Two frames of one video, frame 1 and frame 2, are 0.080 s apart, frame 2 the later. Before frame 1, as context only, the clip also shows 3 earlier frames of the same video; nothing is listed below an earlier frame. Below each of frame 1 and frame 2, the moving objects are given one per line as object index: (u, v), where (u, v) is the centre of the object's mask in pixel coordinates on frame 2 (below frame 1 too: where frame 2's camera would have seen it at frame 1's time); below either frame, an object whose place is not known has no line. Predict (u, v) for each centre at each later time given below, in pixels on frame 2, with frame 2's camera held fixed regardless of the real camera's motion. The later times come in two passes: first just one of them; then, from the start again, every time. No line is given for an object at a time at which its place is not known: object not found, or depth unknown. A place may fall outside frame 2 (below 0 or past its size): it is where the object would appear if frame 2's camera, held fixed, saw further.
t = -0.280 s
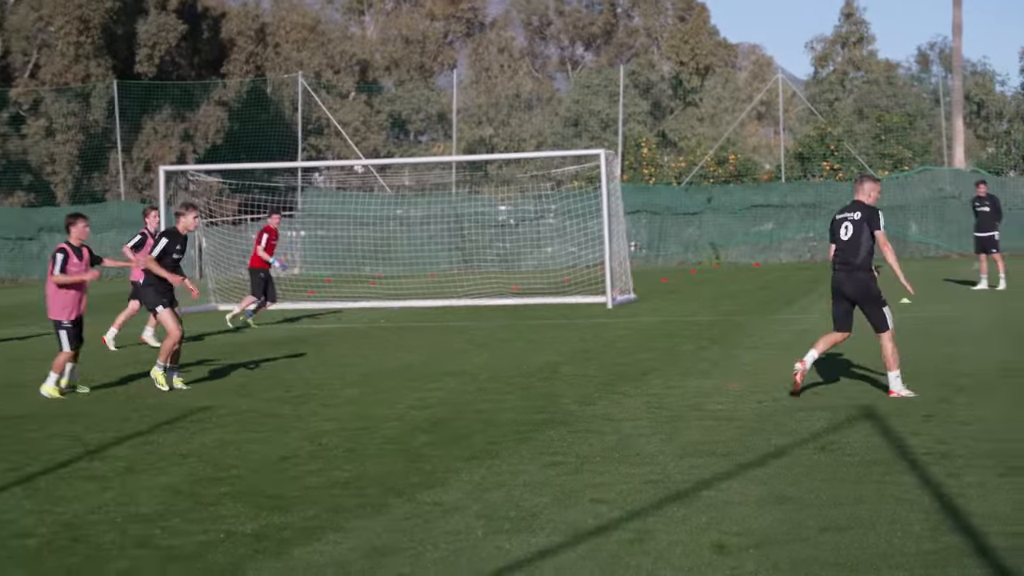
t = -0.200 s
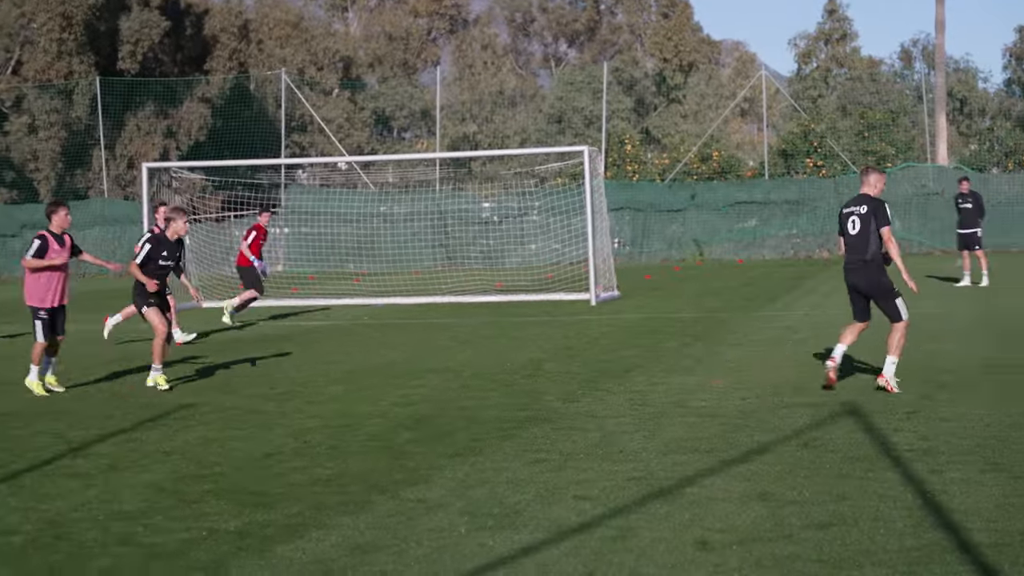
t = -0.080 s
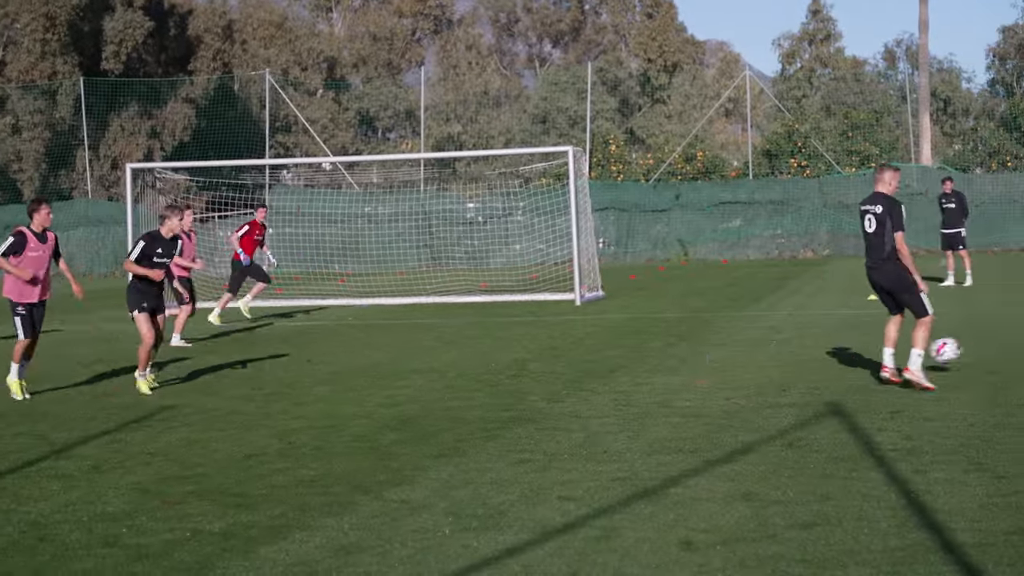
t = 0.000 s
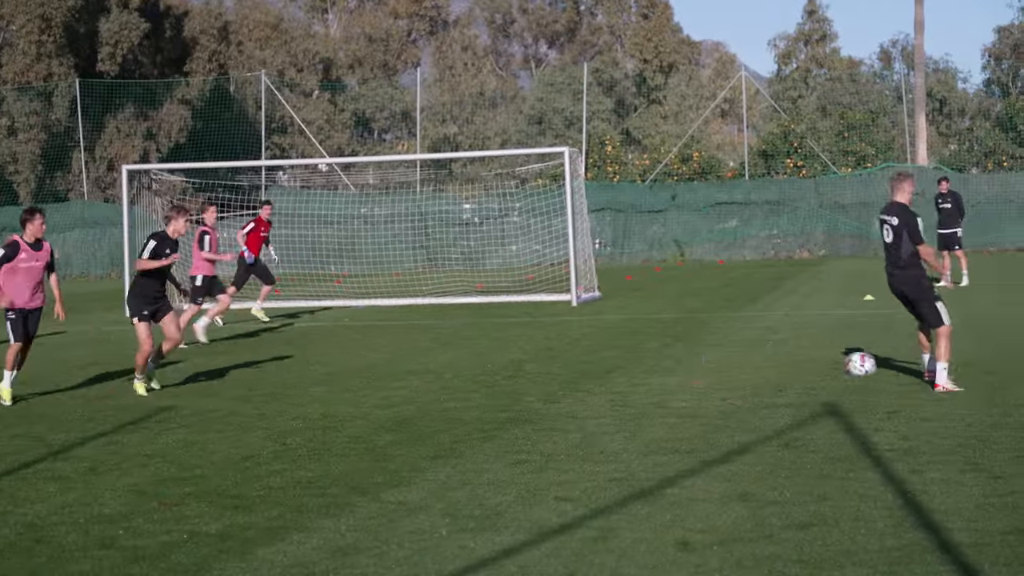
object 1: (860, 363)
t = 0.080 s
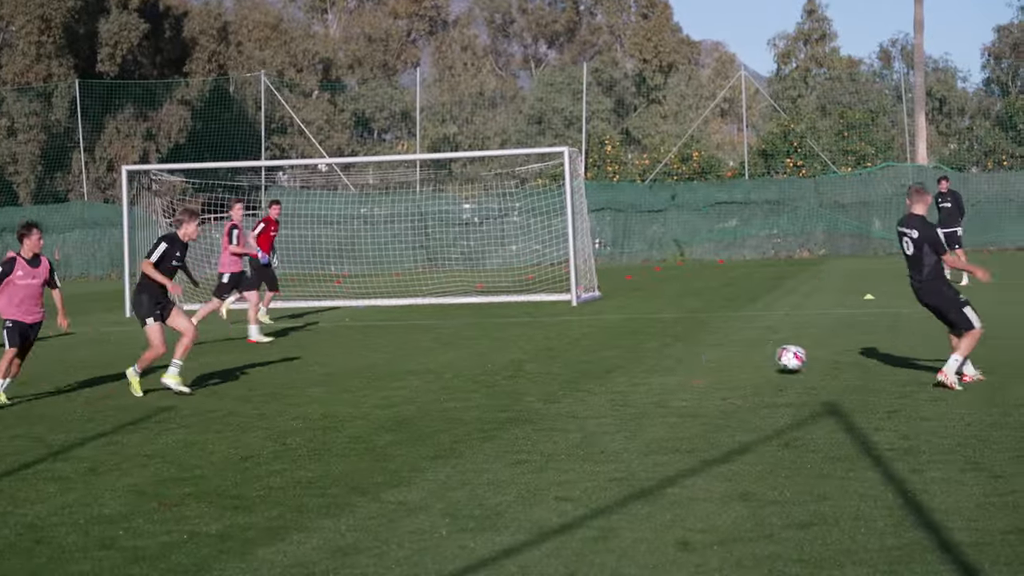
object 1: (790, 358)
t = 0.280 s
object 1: (627, 368)
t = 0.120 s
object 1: (757, 356)
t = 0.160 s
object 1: (722, 358)
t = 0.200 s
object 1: (690, 360)
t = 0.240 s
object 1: (658, 364)
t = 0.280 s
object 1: (627, 368)
